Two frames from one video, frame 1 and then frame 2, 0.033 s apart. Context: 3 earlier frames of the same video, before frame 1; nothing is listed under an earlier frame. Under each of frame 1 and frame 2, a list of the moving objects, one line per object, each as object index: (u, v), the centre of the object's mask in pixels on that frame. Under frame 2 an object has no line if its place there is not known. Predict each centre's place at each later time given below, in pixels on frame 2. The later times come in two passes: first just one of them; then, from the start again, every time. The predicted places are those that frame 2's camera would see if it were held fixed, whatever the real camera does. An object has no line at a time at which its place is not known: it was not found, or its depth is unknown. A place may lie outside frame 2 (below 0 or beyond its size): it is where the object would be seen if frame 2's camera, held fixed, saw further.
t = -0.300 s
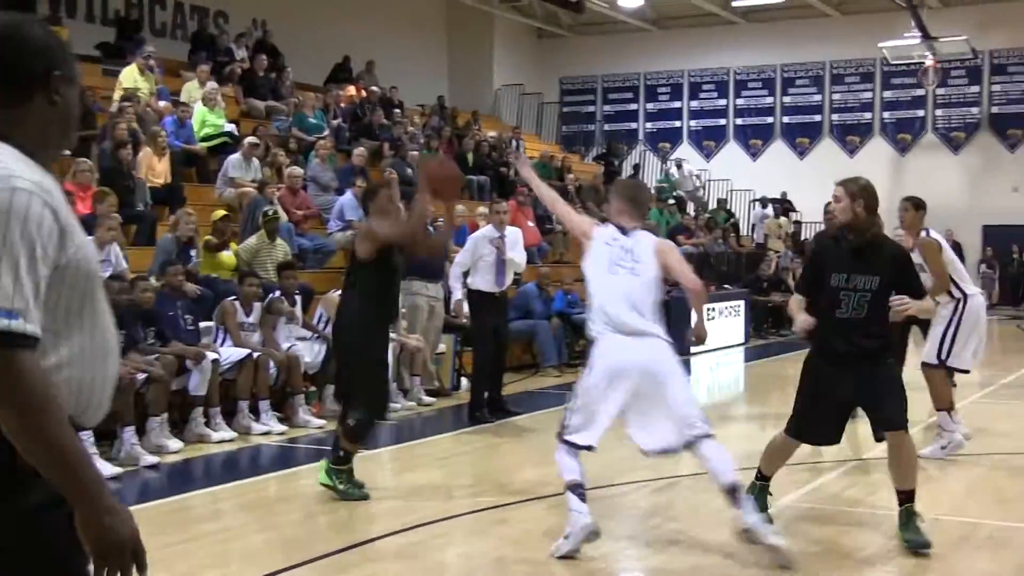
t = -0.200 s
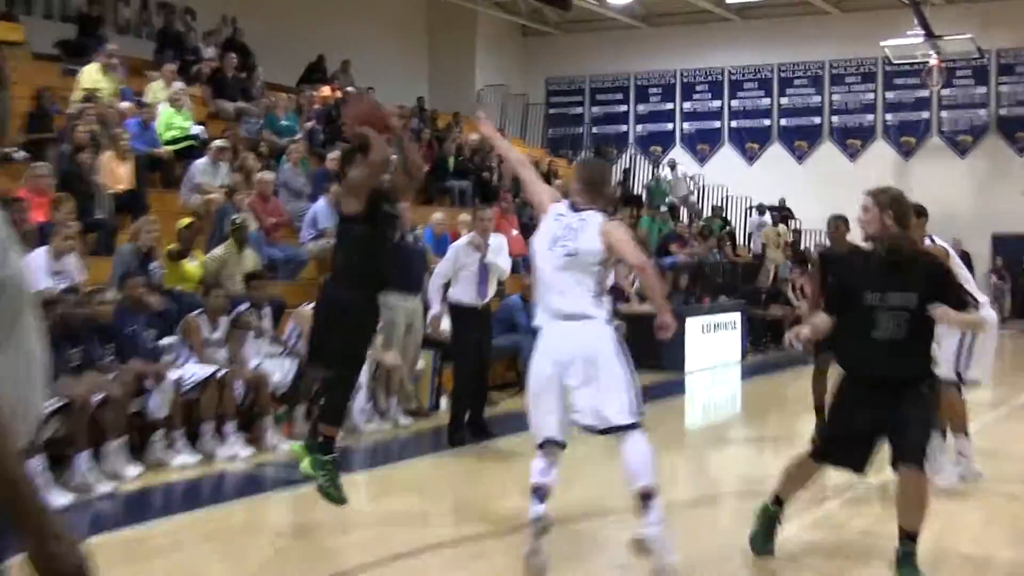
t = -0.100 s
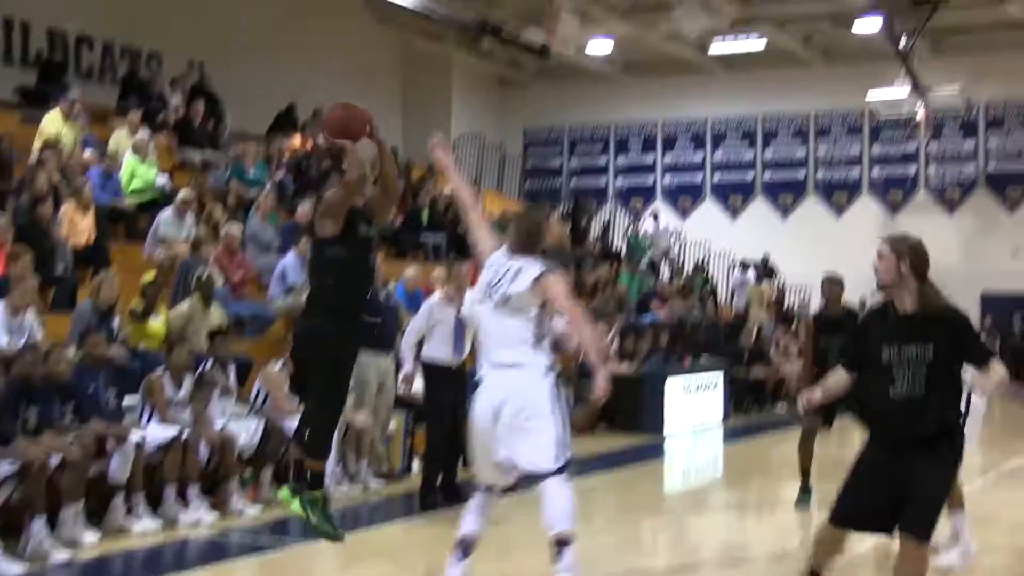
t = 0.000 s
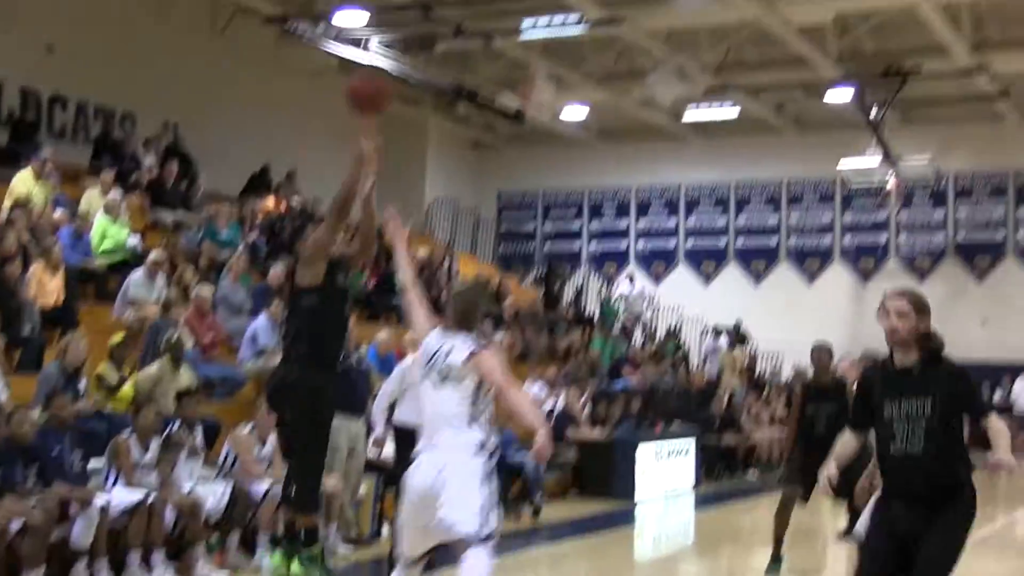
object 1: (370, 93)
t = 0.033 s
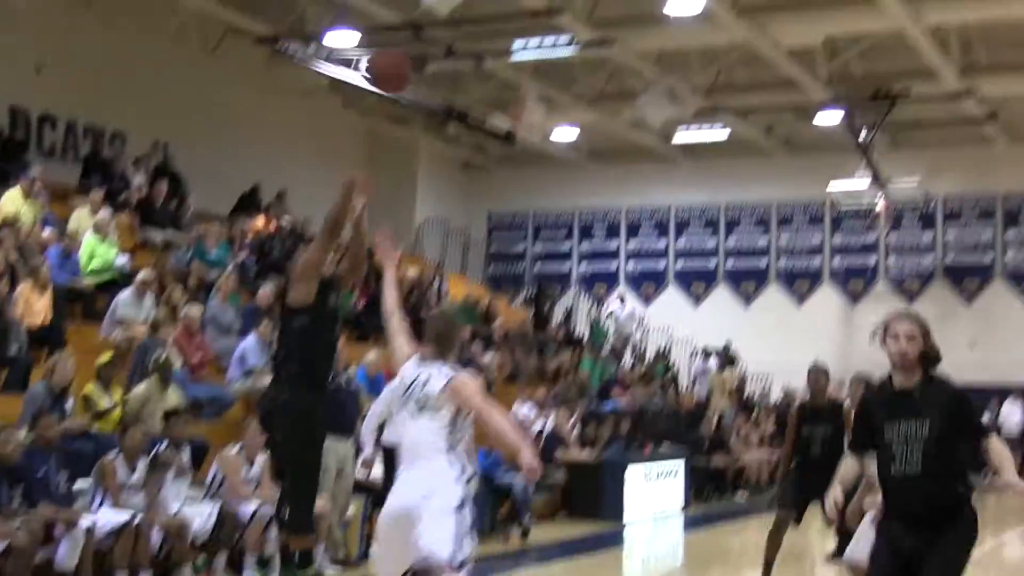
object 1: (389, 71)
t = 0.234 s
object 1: (579, -138)
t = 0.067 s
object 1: (422, 30)
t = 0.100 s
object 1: (449, -6)
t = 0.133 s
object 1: (479, -43)
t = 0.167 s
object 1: (512, -74)
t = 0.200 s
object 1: (546, -105)
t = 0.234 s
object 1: (579, -138)
